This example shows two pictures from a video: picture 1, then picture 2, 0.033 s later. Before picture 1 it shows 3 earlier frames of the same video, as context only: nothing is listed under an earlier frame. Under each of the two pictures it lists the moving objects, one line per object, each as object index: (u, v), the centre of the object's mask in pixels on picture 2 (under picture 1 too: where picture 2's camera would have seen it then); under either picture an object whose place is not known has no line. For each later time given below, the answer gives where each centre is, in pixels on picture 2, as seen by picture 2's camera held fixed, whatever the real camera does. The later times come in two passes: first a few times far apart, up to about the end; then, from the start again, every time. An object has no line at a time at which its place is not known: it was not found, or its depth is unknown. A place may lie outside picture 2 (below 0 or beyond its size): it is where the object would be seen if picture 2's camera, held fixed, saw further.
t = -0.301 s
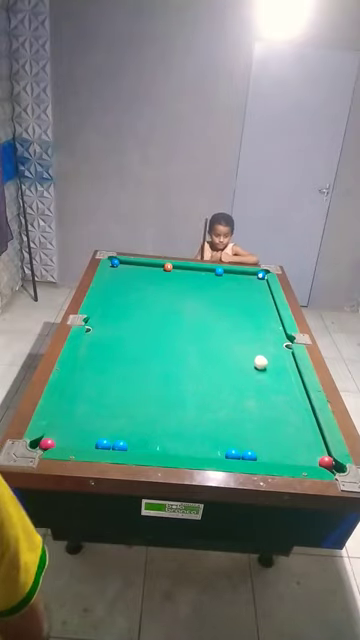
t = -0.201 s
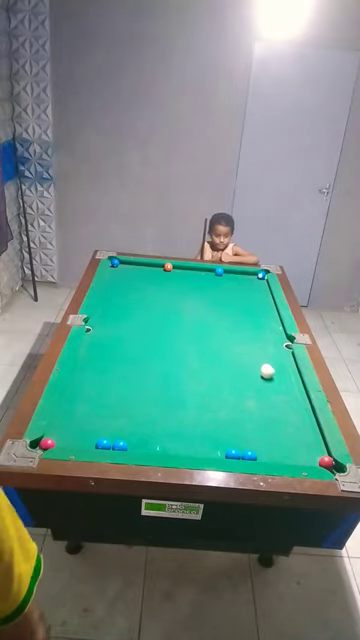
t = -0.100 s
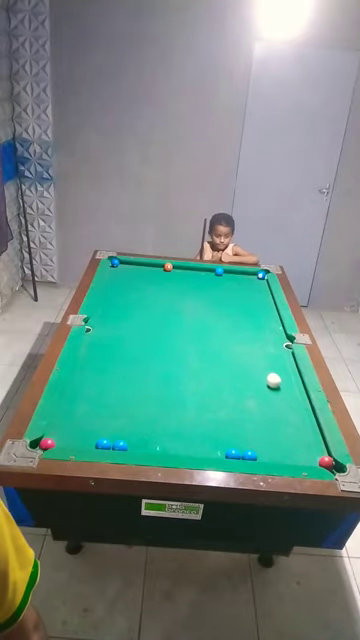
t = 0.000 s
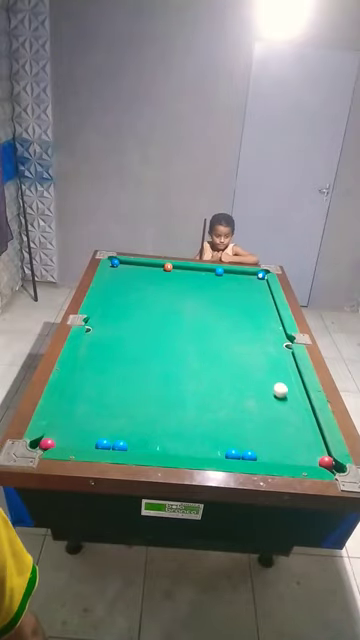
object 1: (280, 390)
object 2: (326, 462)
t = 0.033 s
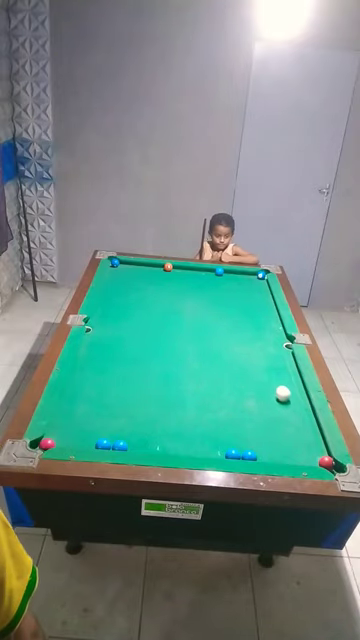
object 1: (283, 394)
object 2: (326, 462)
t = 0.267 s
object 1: (300, 419)
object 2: (326, 462)
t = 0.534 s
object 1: (319, 449)
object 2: (326, 462)
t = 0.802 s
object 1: (313, 459)
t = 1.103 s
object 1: (298, 455)
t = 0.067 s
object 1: (285, 397)
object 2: (326, 462)
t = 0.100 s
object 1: (287, 400)
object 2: (327, 462)
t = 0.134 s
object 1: (290, 404)
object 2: (326, 462)
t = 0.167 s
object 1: (292, 408)
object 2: (326, 462)
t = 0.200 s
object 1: (295, 411)
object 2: (326, 462)
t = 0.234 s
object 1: (298, 415)
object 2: (326, 462)
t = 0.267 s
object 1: (300, 419)
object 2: (326, 462)
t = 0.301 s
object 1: (303, 423)
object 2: (326, 462)
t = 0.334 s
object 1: (305, 427)
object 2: (326, 462)
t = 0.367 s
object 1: (308, 431)
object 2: (326, 462)
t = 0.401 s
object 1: (311, 435)
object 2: (326, 462)
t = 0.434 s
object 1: (314, 439)
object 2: (327, 462)
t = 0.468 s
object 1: (317, 443)
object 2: (326, 462)
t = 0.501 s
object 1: (319, 447)
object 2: (326, 462)
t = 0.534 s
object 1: (319, 449)
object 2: (326, 462)
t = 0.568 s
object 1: (319, 451)
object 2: (327, 463)
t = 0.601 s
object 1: (318, 453)
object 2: (329, 465)
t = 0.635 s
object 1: (318, 455)
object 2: (332, 466)
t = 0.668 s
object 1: (317, 456)
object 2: (334, 468)
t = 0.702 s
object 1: (316, 456)
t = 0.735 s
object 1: (314, 457)
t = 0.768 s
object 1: (314, 458)
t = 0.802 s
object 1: (313, 459)
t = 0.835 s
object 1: (312, 459)
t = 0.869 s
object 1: (310, 460)
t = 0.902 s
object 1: (309, 459)
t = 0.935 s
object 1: (307, 458)
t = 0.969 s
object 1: (305, 457)
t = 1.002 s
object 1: (303, 457)
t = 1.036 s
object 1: (302, 456)
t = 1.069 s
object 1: (300, 456)
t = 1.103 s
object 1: (298, 455)
